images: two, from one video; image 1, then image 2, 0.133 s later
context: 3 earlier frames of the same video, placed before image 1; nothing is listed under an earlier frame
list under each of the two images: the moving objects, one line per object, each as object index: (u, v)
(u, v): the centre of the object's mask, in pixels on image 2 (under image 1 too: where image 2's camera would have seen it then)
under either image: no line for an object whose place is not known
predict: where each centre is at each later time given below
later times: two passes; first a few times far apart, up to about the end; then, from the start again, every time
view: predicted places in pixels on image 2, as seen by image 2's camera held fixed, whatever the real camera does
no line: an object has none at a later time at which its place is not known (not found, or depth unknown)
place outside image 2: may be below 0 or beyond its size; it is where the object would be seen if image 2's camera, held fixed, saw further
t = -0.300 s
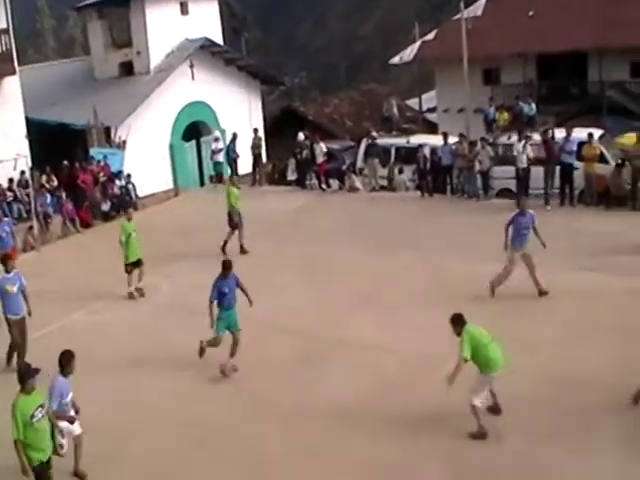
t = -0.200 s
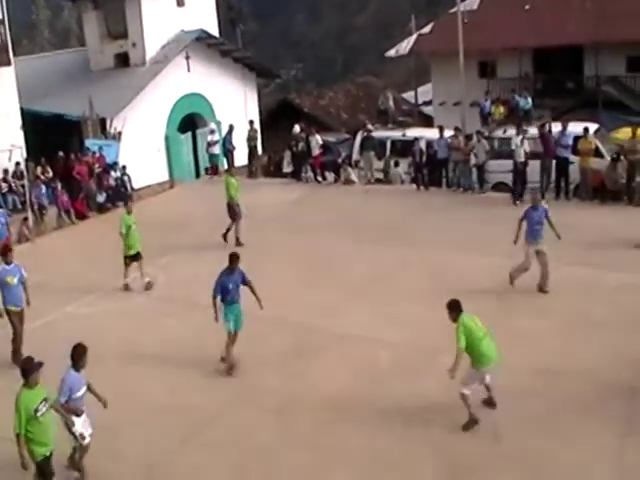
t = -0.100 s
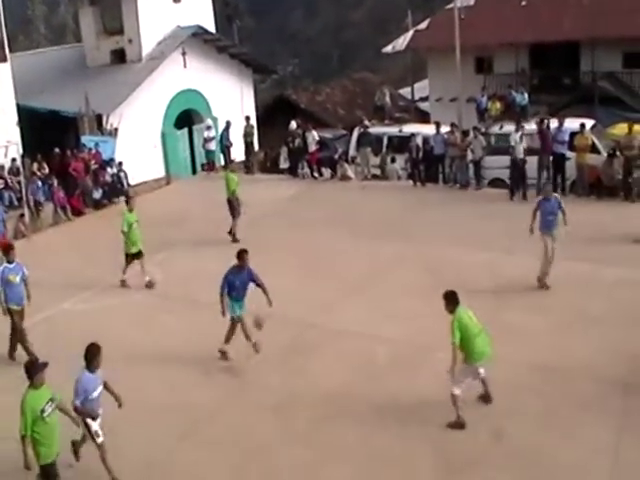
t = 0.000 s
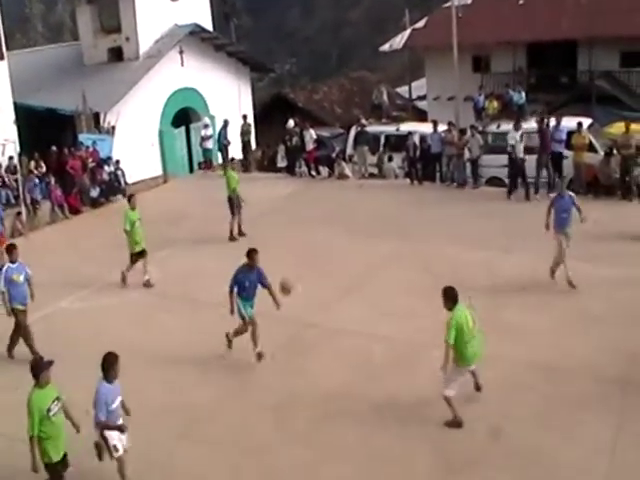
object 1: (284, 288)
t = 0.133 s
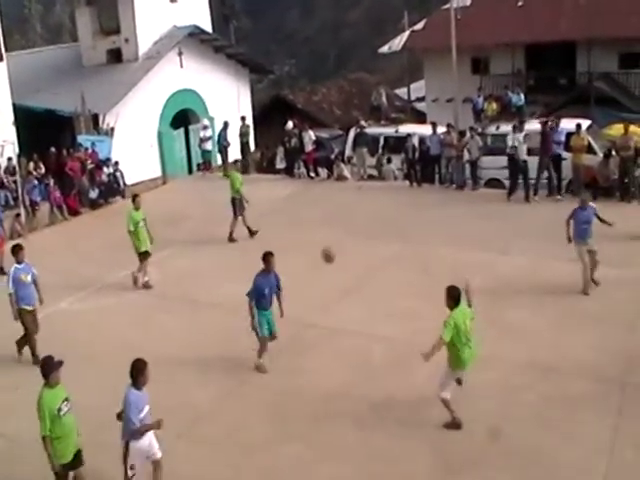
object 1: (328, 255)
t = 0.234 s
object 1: (362, 239)
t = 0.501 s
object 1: (459, 237)
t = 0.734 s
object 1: (546, 287)
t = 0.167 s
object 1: (339, 249)
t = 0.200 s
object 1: (350, 244)
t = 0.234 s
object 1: (362, 239)
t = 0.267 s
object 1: (373, 235)
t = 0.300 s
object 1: (386, 233)
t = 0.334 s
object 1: (398, 232)
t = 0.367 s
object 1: (409, 230)
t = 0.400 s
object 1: (422, 231)
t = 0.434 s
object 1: (434, 232)
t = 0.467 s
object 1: (446, 234)
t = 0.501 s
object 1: (459, 237)
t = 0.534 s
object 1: (471, 241)
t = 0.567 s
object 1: (483, 246)
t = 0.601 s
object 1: (496, 252)
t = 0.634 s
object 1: (508, 260)
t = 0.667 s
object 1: (521, 268)
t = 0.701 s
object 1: (533, 277)
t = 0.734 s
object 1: (546, 287)
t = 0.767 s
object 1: (557, 298)
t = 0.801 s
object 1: (570, 309)
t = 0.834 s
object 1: (581, 321)
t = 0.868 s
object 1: (594, 336)
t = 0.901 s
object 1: (605, 349)
